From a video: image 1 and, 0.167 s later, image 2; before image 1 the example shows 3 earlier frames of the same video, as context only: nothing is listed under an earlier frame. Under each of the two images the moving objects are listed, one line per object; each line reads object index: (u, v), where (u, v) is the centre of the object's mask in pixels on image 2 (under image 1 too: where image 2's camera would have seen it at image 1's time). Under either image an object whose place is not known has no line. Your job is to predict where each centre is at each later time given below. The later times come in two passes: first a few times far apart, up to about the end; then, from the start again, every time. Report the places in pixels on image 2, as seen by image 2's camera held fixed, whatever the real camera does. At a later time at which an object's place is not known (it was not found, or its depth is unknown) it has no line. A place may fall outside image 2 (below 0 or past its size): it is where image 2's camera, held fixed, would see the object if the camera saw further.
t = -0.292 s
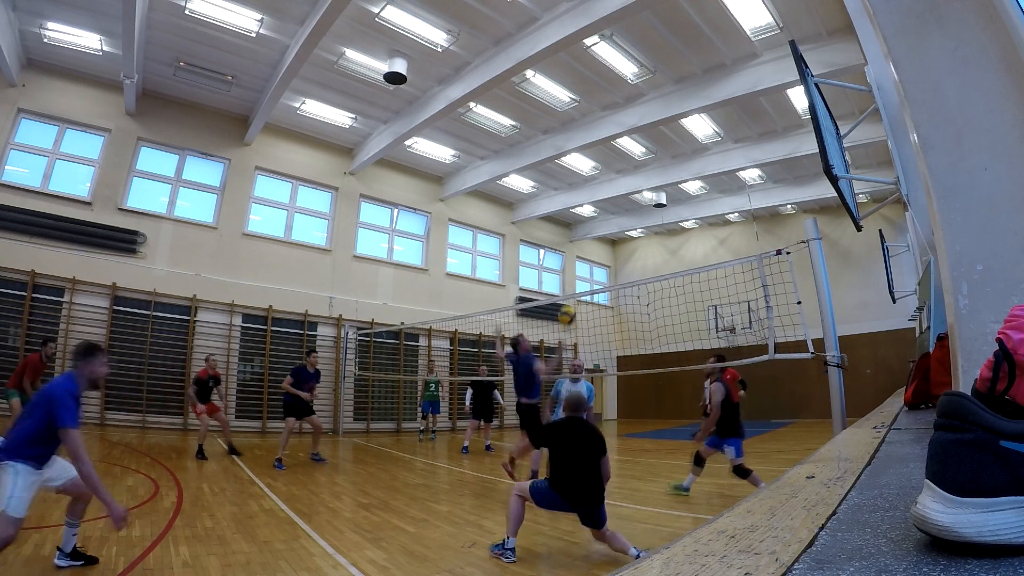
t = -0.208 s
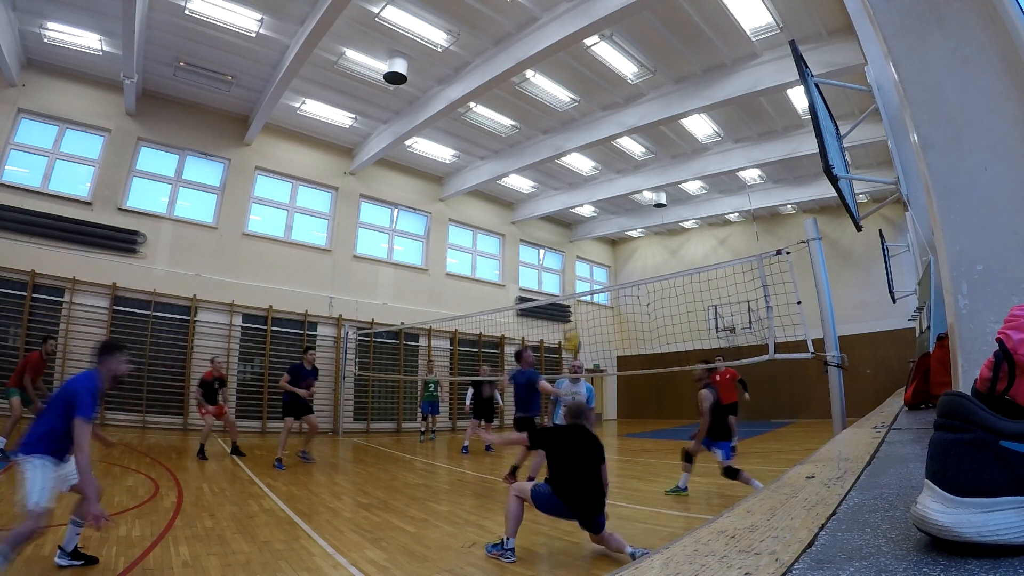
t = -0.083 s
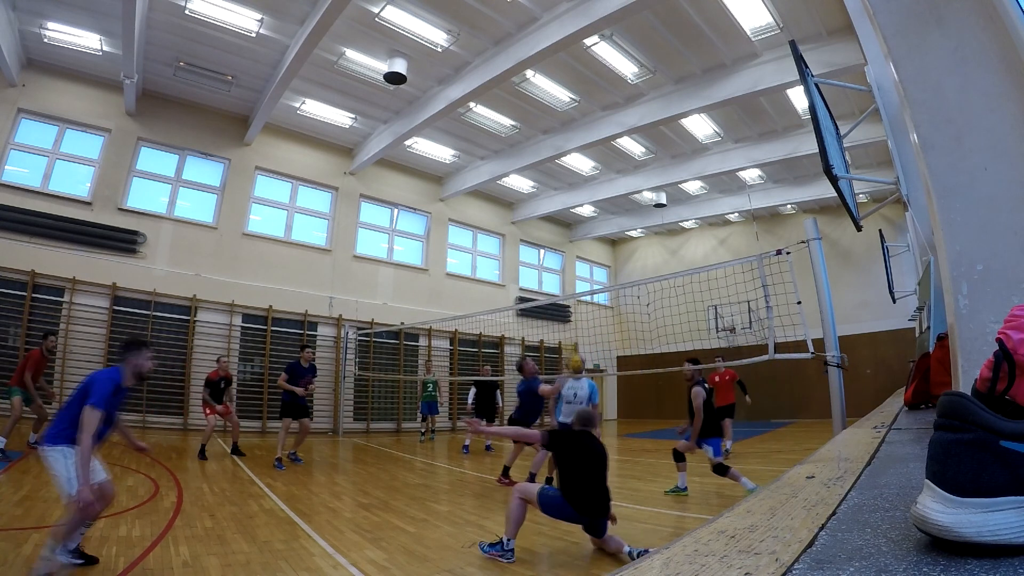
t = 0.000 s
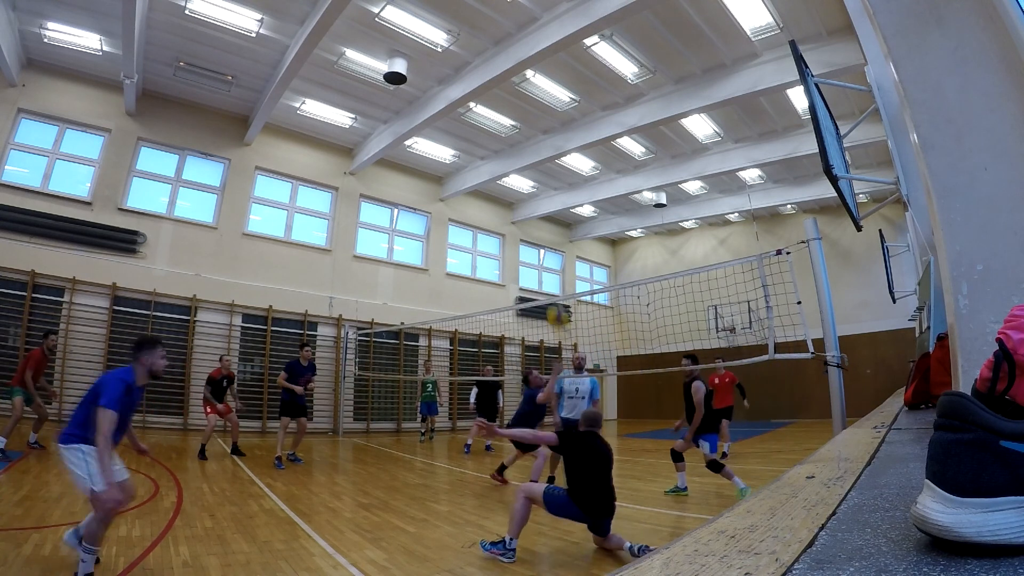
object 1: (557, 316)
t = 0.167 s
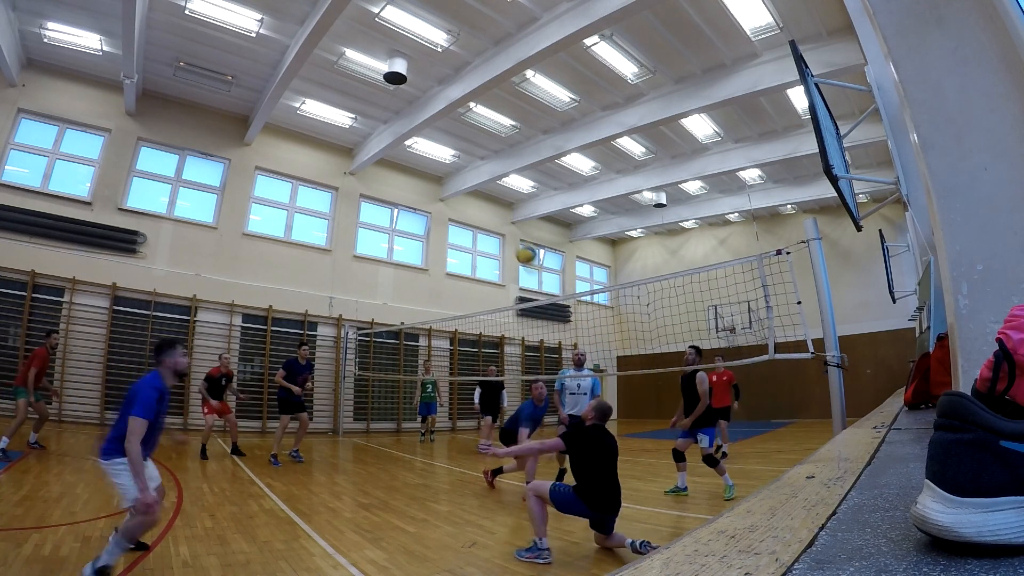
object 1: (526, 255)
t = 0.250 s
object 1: (511, 232)
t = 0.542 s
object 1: (448, 200)
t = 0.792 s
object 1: (373, 249)
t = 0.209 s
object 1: (519, 244)
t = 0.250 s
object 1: (511, 232)
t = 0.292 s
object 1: (501, 221)
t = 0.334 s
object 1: (494, 214)
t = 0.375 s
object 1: (486, 208)
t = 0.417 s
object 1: (476, 203)
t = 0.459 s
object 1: (468, 201)
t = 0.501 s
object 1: (456, 200)
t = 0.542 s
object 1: (448, 200)
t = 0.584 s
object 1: (439, 202)
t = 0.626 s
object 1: (426, 207)
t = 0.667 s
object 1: (413, 214)
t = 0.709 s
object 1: (402, 222)
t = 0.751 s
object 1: (391, 231)
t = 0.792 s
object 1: (373, 249)
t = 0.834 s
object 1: (358, 268)
